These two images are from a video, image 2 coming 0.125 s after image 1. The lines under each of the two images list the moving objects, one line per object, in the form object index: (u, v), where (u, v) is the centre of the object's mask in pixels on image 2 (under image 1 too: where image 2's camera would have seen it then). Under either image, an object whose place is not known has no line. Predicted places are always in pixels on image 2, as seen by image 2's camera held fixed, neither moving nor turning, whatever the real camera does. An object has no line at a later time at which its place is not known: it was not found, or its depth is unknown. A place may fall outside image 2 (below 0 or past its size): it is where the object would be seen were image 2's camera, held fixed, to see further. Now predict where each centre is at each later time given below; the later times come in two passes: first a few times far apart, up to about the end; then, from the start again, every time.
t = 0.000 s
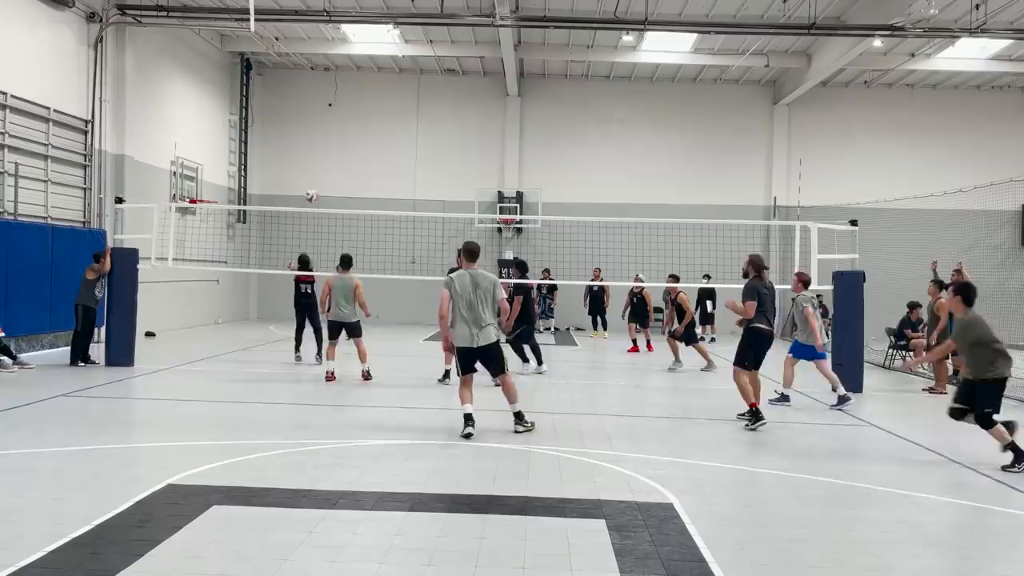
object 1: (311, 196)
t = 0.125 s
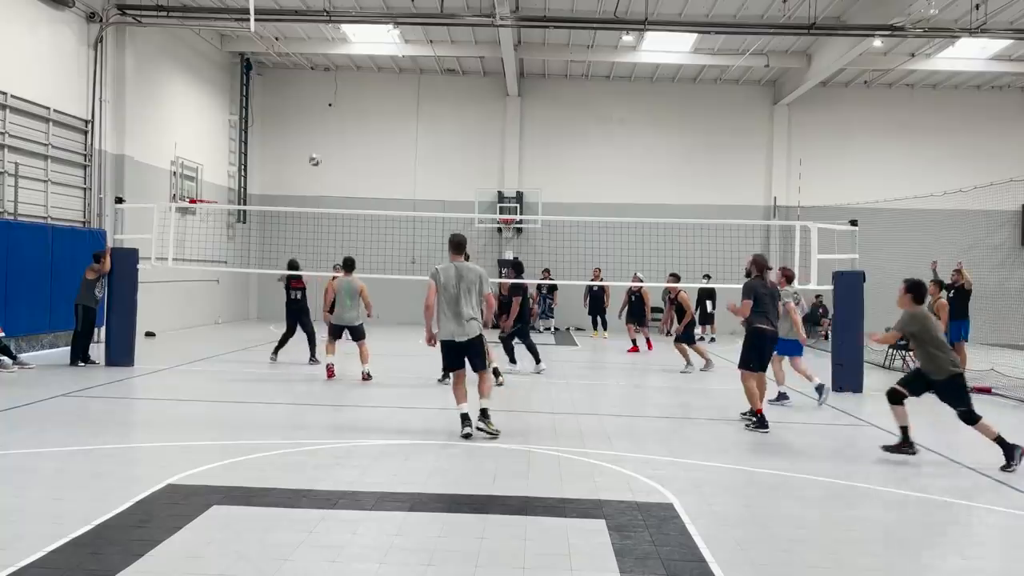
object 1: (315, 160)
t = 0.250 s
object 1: (318, 129)
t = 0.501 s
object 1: (325, 102)
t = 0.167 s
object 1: (316, 148)
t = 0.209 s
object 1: (317, 139)
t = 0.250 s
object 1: (318, 129)
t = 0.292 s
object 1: (320, 123)
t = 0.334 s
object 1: (321, 115)
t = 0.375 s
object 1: (321, 112)
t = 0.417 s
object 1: (323, 106)
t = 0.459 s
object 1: (324, 104)
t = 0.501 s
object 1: (325, 102)
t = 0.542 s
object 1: (325, 101)
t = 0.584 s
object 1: (326, 100)
